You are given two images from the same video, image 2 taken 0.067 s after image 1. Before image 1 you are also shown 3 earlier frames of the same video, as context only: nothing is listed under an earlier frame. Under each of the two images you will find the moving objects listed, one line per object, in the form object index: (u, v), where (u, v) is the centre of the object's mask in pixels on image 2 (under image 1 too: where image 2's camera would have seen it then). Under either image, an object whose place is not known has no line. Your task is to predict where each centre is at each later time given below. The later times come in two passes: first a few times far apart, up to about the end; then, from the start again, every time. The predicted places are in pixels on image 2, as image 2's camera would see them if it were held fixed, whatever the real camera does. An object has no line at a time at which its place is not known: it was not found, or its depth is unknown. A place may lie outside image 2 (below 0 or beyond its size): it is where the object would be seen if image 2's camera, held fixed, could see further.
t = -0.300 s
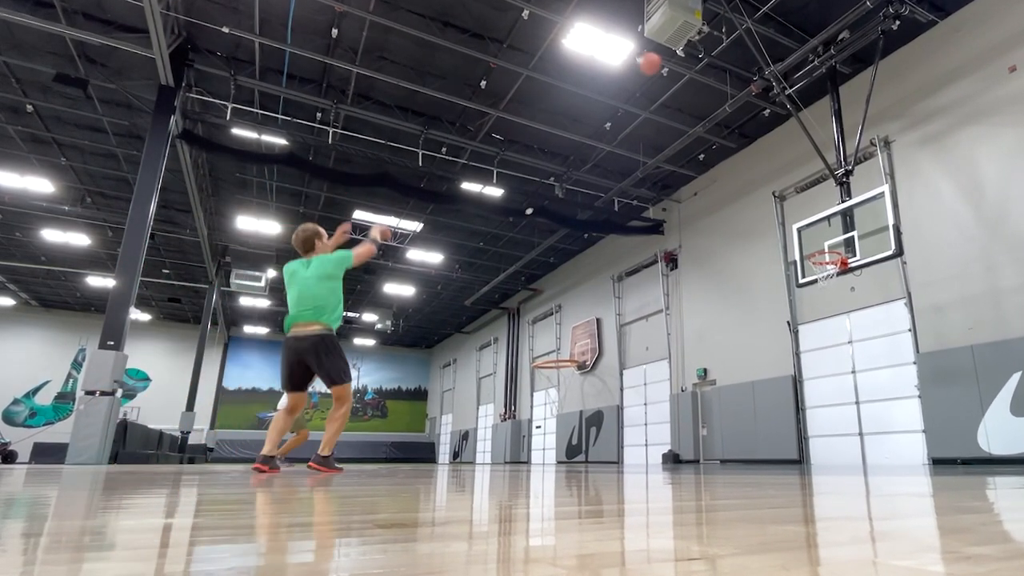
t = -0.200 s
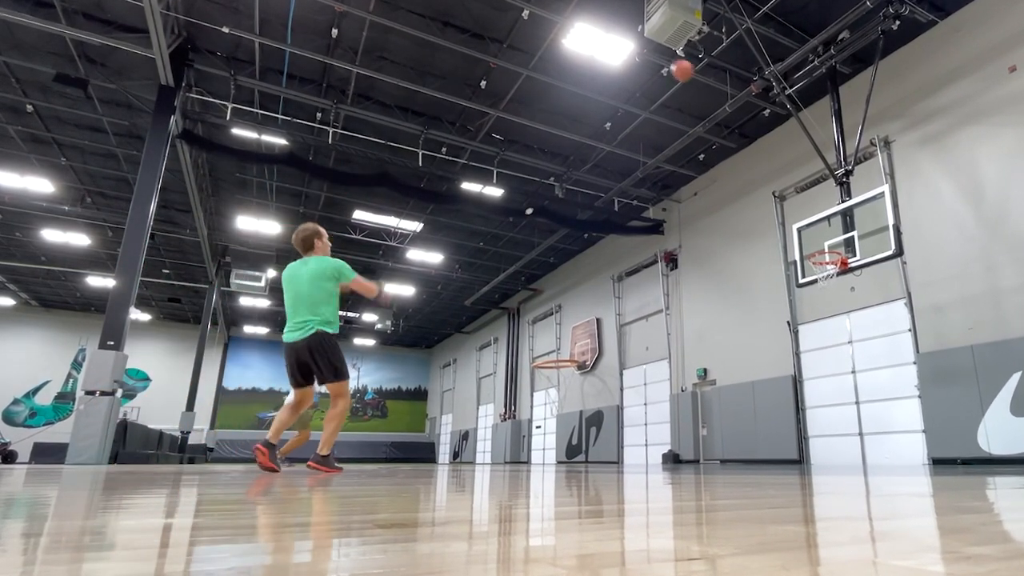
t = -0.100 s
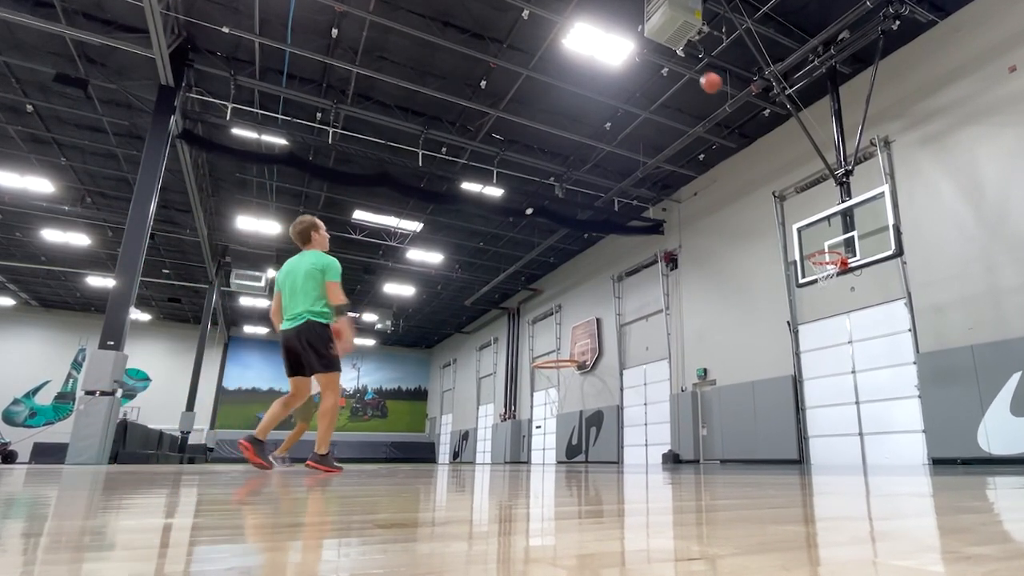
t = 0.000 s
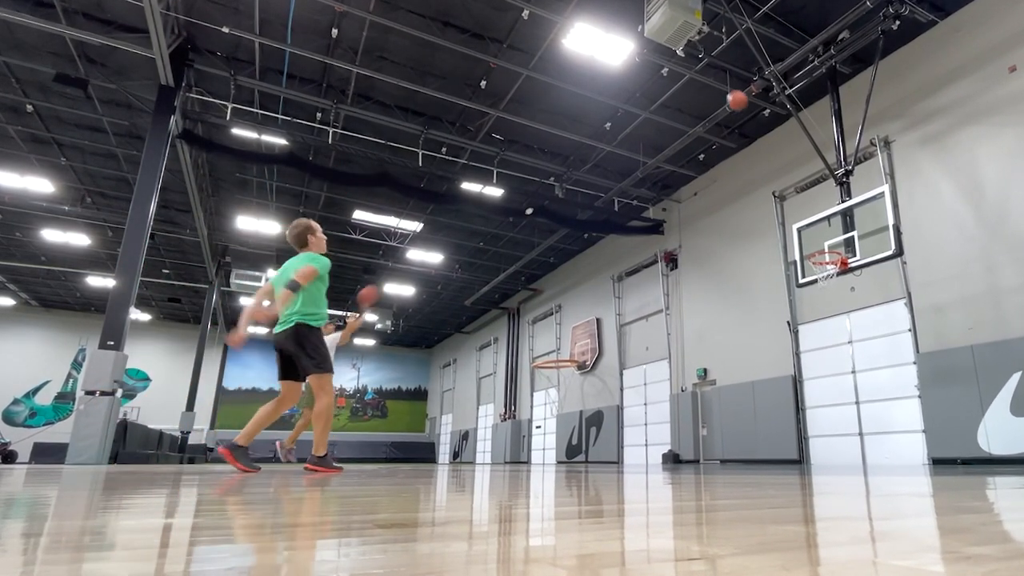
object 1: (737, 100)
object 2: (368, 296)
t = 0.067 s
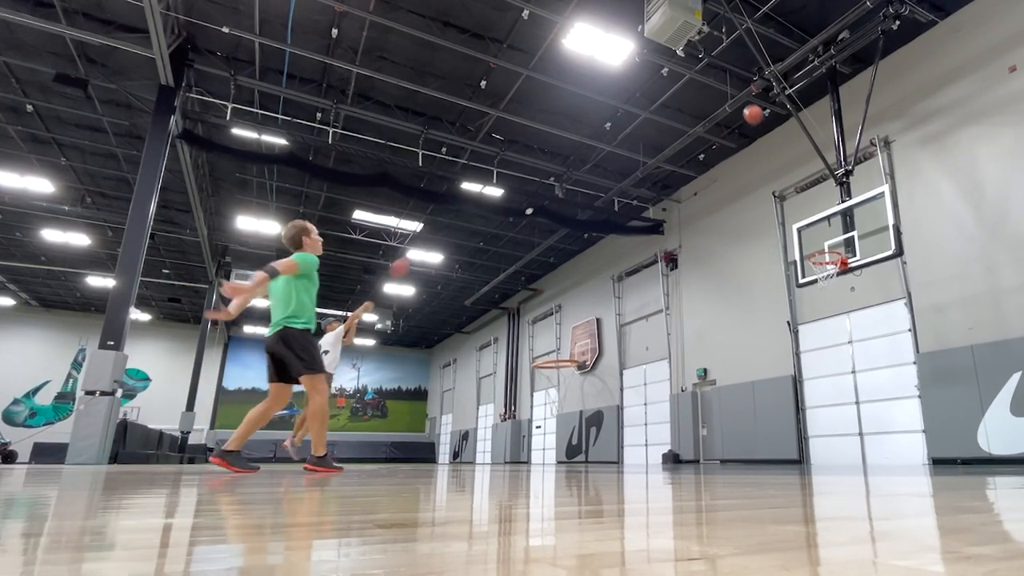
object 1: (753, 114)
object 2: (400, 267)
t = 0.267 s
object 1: (797, 167)
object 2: (486, 206)
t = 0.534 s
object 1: (830, 251)
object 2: (589, 166)
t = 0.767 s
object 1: (813, 264)
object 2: (672, 166)
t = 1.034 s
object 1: (817, 292)
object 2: (764, 202)
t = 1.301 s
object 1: (827, 369)
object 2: (815, 271)
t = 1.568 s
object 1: (836, 429)
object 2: (795, 267)
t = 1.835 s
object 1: (836, 365)
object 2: (779, 306)
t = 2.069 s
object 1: (840, 350)
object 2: (769, 379)
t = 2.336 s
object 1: (850, 376)
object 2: (760, 422)
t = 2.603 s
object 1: (864, 453)
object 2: (755, 358)
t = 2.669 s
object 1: (864, 443)
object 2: (755, 350)
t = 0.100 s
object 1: (761, 122)
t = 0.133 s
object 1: (768, 130)
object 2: (432, 242)
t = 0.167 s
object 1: (776, 139)
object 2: (445, 233)
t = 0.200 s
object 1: (783, 148)
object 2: (459, 223)
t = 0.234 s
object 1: (790, 157)
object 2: (473, 214)
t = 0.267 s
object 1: (797, 167)
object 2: (486, 206)
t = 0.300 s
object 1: (804, 178)
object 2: (501, 199)
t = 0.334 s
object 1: (811, 188)
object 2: (514, 192)
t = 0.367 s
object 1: (818, 200)
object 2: (526, 186)
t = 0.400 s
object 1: (824, 212)
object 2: (539, 180)
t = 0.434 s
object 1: (831, 224)
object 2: (552, 176)
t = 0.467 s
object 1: (837, 237)
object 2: (565, 172)
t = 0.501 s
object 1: (837, 245)
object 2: (577, 169)
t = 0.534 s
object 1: (830, 251)
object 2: (589, 166)
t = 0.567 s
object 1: (822, 259)
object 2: (601, 164)
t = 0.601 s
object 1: (817, 264)
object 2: (613, 163)
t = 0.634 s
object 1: (815, 267)
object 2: (624, 162)
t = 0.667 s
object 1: (814, 265)
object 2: (637, 162)
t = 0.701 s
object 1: (814, 265)
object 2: (648, 163)
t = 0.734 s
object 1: (814, 264)
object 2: (660, 164)
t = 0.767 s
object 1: (813, 264)
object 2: (672, 166)
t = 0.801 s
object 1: (813, 265)
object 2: (683, 169)
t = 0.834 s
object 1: (813, 267)
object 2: (694, 171)
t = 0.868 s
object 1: (813, 270)
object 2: (706, 175)
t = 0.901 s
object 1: (814, 273)
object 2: (718, 179)
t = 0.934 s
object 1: (815, 276)
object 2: (729, 185)
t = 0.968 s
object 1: (816, 281)
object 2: (741, 190)
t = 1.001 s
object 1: (816, 287)
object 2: (753, 196)
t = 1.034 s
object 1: (817, 292)
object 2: (764, 202)
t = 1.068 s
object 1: (818, 300)
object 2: (776, 211)
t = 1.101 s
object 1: (819, 307)
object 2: (788, 218)
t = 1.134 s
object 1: (820, 315)
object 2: (801, 228)
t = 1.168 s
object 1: (821, 325)
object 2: (812, 236)
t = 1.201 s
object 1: (823, 335)
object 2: (825, 247)
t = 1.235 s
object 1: (824, 345)
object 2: (836, 258)
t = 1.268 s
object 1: (825, 357)
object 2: (836, 262)
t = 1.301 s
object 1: (827, 369)
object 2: (815, 271)
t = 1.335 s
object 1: (828, 383)
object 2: (809, 270)
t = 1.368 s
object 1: (830, 397)
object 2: (807, 270)
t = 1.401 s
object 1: (832, 412)
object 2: (805, 266)
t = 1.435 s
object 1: (834, 428)
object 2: (802, 266)
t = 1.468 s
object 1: (836, 446)
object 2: (800, 265)
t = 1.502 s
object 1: (837, 454)
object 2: (798, 265)
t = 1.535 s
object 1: (837, 441)
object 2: (796, 266)
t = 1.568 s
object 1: (836, 429)
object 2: (795, 267)
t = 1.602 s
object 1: (836, 417)
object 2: (793, 269)
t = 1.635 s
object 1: (836, 407)
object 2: (790, 273)
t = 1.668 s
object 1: (836, 399)
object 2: (788, 277)
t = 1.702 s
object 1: (836, 390)
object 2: (786, 281)
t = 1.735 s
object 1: (836, 382)
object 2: (784, 286)
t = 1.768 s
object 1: (836, 376)
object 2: (783, 292)
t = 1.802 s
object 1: (836, 370)
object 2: (781, 299)
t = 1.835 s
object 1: (836, 365)
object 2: (779, 306)
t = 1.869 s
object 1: (837, 360)
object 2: (778, 314)
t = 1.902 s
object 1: (837, 357)
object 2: (776, 323)
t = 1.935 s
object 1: (838, 354)
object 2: (775, 332)
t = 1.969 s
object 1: (838, 352)
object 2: (773, 343)
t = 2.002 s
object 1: (839, 350)
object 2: (772, 354)
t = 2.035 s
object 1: (840, 350)
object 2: (770, 366)
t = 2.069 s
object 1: (840, 350)
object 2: (769, 379)
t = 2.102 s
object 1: (841, 350)
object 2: (767, 393)
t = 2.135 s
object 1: (842, 352)
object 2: (766, 407)
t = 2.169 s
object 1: (843, 354)
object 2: (765, 424)
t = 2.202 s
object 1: (844, 357)
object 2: (763, 440)
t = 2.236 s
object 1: (845, 361)
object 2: (762, 457)
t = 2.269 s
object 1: (847, 365)
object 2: (761, 446)
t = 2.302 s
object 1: (848, 370)
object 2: (761, 434)
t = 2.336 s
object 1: (850, 376)
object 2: (760, 422)
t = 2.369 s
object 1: (851, 383)
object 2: (759, 411)
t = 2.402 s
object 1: (853, 391)
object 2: (758, 401)
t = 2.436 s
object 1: (854, 399)
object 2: (758, 392)
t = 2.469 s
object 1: (856, 408)
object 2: (757, 383)
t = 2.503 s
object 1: (858, 418)
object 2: (756, 375)
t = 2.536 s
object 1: (860, 429)
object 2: (756, 369)
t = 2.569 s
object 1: (862, 440)
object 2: (756, 363)
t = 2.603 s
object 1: (864, 453)
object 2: (755, 358)
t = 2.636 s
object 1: (865, 452)
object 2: (755, 353)
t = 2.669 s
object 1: (864, 443)
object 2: (755, 350)
